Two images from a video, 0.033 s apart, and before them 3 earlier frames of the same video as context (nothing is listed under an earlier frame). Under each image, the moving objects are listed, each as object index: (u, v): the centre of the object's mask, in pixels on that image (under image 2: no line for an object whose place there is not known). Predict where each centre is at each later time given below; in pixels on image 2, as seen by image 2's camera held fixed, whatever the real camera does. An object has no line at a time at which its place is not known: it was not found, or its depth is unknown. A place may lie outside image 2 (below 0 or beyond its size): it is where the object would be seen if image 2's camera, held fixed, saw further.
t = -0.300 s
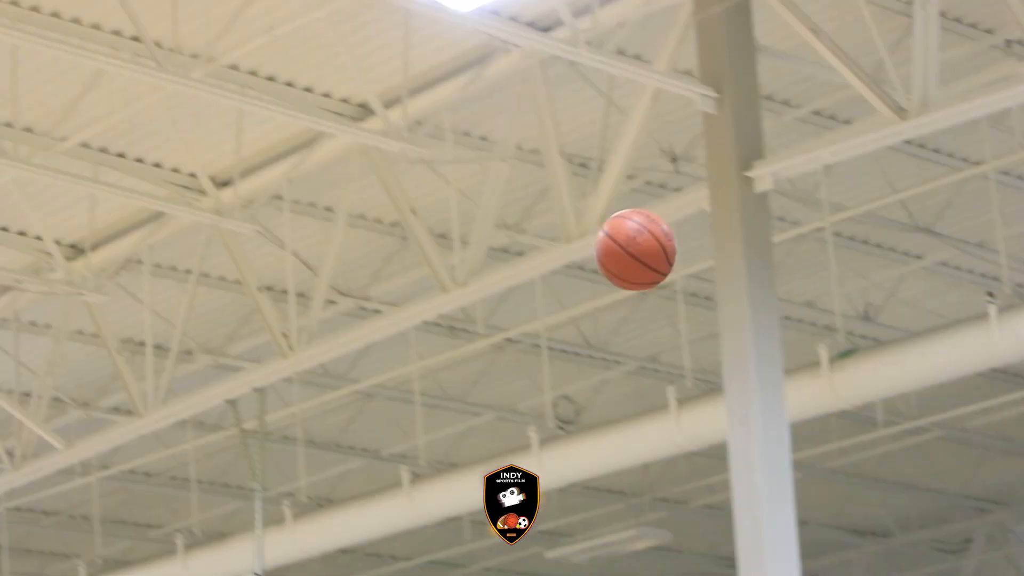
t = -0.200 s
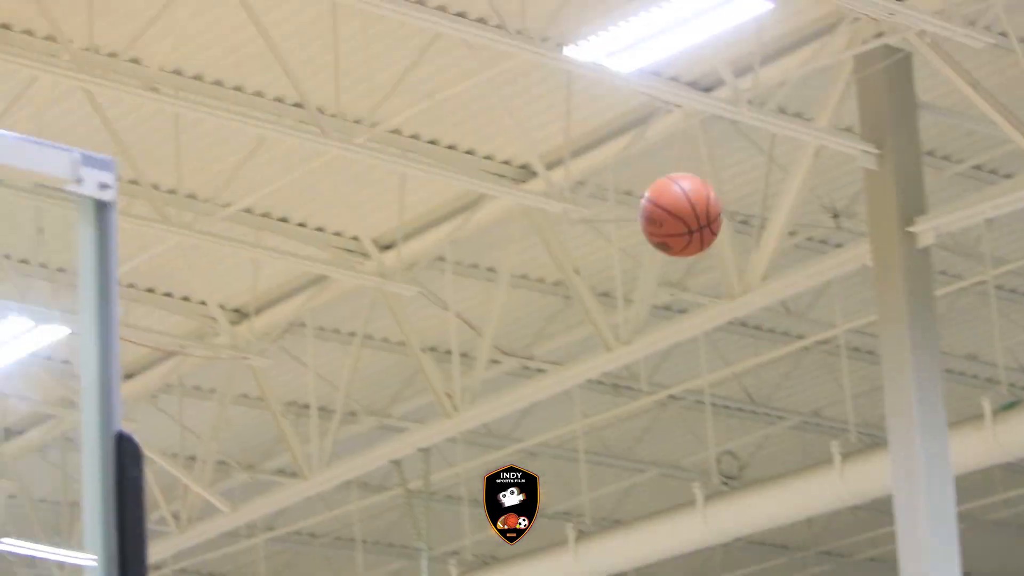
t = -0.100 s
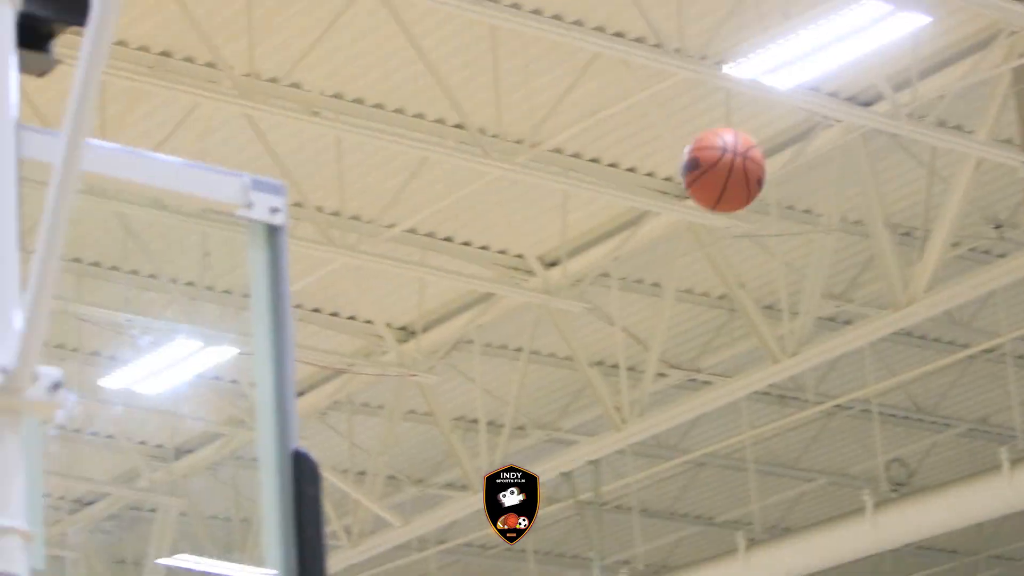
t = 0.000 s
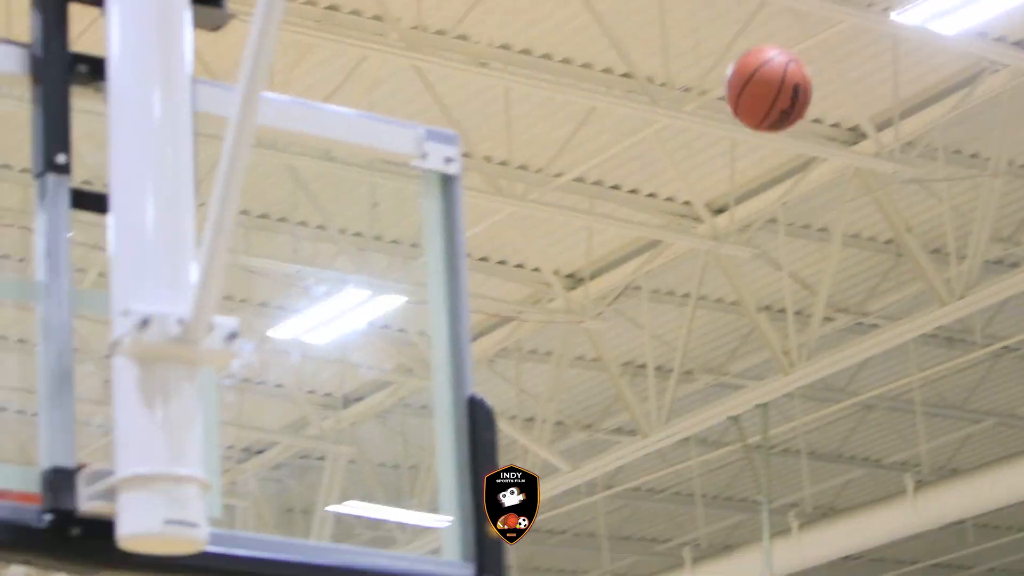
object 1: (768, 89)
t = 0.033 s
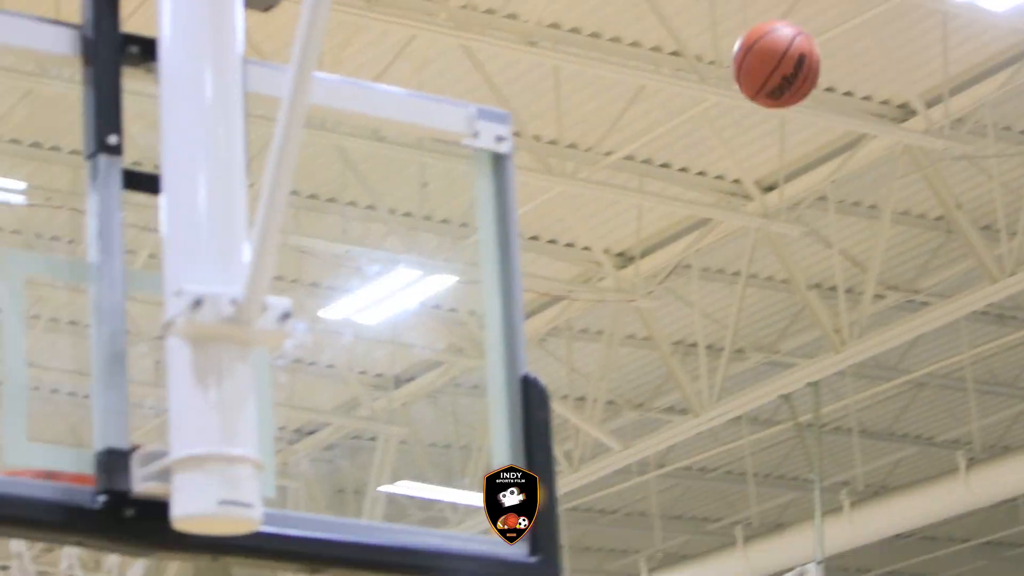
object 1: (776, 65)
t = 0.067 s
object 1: (737, 64)
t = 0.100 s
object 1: (697, 73)
